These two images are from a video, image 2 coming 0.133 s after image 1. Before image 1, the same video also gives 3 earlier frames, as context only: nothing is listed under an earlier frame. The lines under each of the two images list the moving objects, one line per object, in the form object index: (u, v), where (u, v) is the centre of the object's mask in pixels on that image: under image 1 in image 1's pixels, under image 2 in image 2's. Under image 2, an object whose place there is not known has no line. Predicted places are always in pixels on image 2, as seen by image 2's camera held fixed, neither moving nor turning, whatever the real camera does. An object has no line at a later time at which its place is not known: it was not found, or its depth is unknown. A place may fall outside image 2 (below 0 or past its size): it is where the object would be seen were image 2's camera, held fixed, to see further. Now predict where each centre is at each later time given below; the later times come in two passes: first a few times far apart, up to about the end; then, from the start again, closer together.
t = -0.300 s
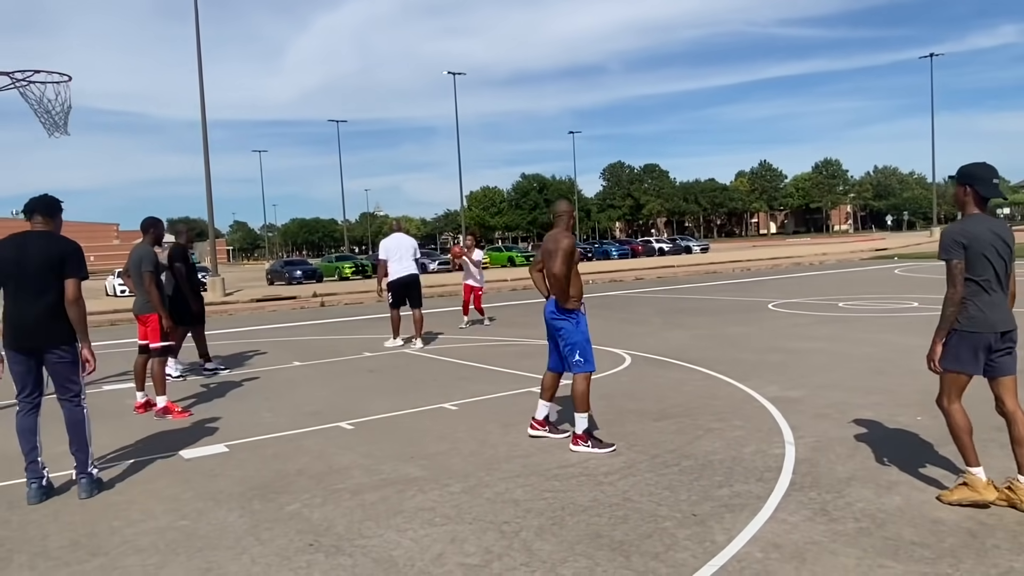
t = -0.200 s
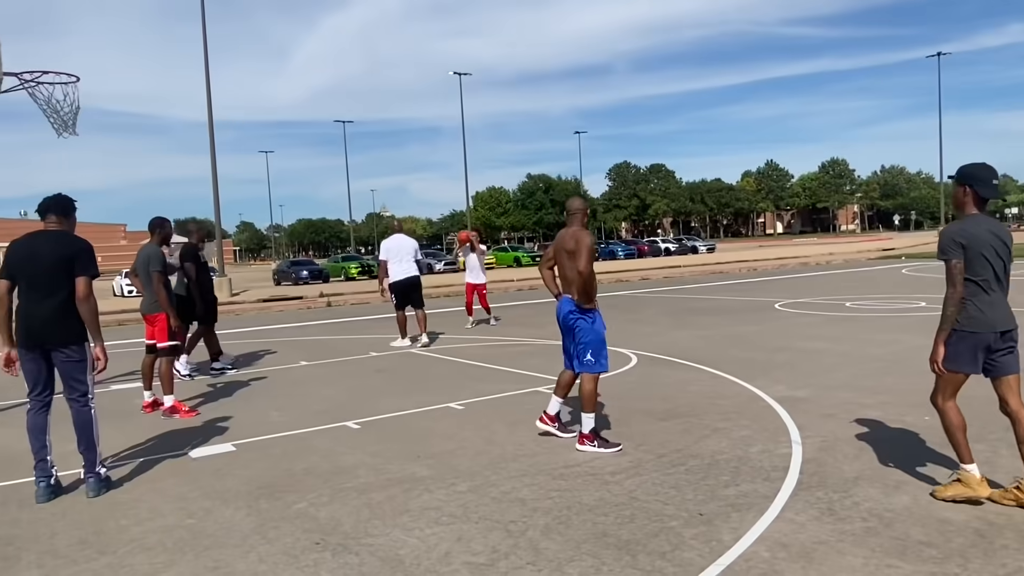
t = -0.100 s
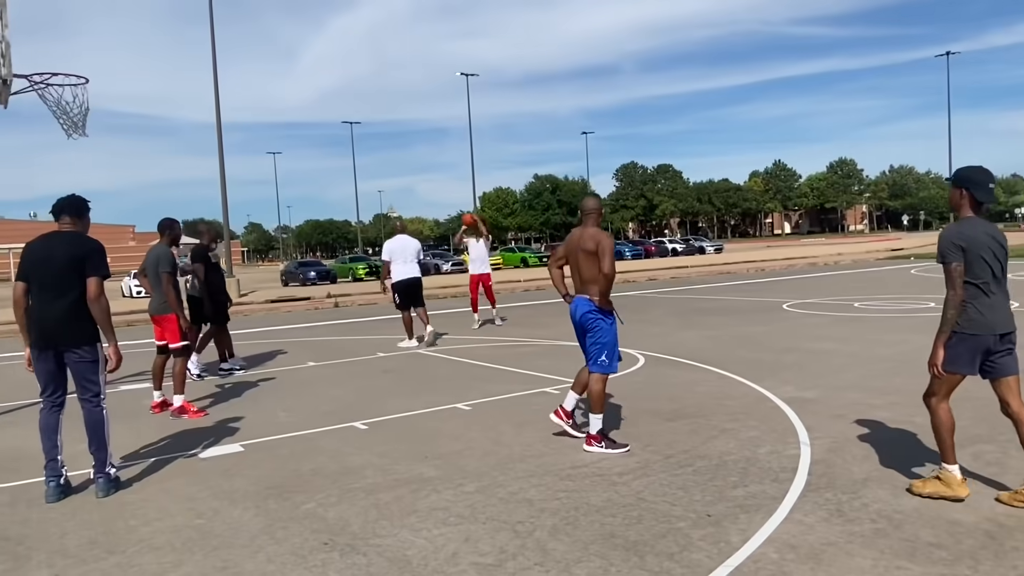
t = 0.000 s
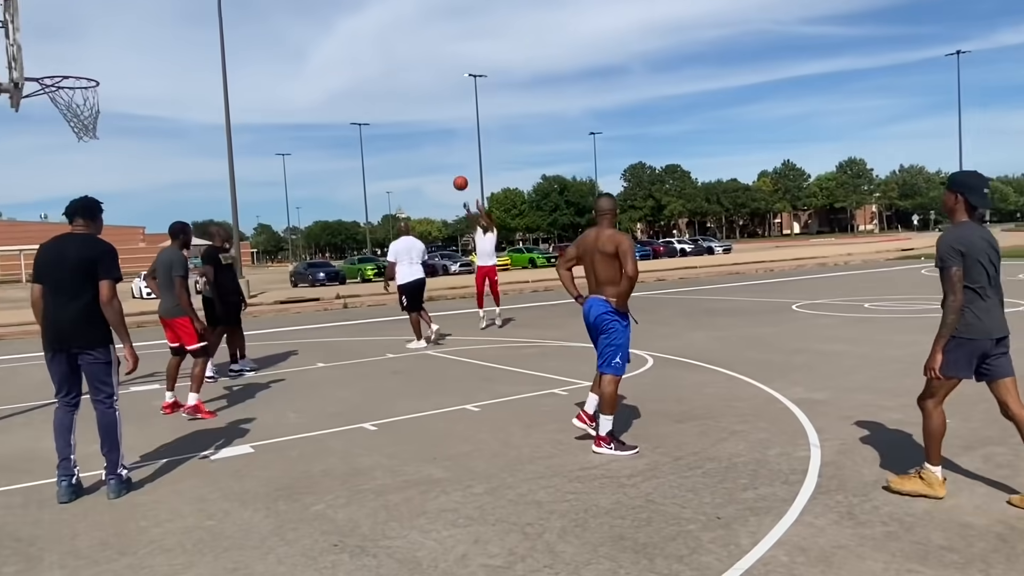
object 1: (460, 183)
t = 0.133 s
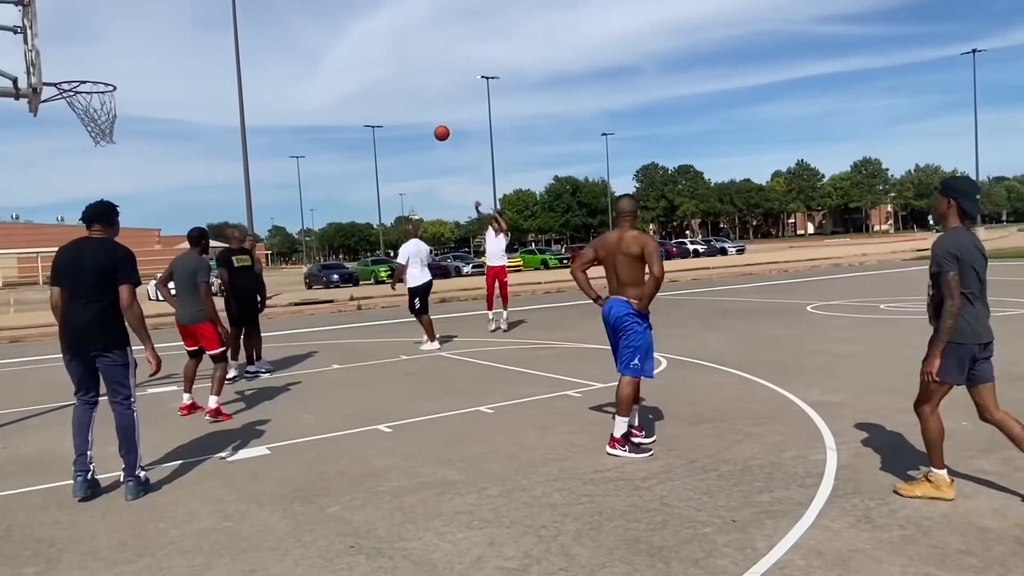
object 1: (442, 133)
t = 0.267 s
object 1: (406, 87)
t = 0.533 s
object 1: (329, 16)
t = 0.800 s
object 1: (240, -11)
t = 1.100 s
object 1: (121, 15)
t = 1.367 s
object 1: (71, 71)
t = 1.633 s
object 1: (92, 63)
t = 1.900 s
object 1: (116, 112)
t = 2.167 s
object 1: (140, 206)
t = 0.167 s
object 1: (433, 121)
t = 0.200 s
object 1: (424, 109)
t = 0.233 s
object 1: (416, 98)
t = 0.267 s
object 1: (406, 87)
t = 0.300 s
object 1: (397, 76)
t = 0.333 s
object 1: (388, 66)
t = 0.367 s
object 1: (379, 57)
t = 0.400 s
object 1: (369, 48)
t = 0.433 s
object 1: (360, 39)
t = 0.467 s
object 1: (350, 30)
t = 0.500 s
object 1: (339, 23)
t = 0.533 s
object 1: (329, 16)
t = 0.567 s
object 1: (319, 10)
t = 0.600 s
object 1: (308, 4)
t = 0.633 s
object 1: (298, -1)
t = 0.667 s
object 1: (287, -4)
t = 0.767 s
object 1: (251, -10)
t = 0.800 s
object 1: (240, -11)
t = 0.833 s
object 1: (228, -11)
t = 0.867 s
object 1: (215, -12)
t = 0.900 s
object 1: (201, -12)
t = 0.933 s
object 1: (188, -11)
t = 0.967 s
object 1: (175, -9)
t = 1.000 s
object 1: (162, -5)
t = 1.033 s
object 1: (149, 1)
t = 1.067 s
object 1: (135, 7)
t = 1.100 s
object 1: (121, 15)
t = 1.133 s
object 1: (107, 25)
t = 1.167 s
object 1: (92, 35)
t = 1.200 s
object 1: (77, 47)
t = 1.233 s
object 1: (62, 61)
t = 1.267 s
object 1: (54, 75)
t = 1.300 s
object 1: (65, 84)
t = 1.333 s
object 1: (68, 78)
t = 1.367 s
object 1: (71, 71)
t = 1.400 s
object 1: (74, 66)
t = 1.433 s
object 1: (76, 63)
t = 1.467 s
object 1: (79, 60)
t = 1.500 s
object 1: (81, 59)
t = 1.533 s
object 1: (84, 59)
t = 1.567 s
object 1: (87, 59)
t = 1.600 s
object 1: (89, 61)
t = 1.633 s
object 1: (92, 63)
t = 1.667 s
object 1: (95, 67)
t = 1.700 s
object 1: (98, 71)
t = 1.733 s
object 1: (101, 76)
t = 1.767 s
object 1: (104, 82)
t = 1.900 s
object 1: (116, 112)
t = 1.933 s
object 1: (119, 122)
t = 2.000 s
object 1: (124, 142)
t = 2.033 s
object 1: (128, 154)
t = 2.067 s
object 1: (131, 166)
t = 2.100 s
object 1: (134, 179)
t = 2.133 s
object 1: (137, 192)
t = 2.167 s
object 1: (140, 206)
